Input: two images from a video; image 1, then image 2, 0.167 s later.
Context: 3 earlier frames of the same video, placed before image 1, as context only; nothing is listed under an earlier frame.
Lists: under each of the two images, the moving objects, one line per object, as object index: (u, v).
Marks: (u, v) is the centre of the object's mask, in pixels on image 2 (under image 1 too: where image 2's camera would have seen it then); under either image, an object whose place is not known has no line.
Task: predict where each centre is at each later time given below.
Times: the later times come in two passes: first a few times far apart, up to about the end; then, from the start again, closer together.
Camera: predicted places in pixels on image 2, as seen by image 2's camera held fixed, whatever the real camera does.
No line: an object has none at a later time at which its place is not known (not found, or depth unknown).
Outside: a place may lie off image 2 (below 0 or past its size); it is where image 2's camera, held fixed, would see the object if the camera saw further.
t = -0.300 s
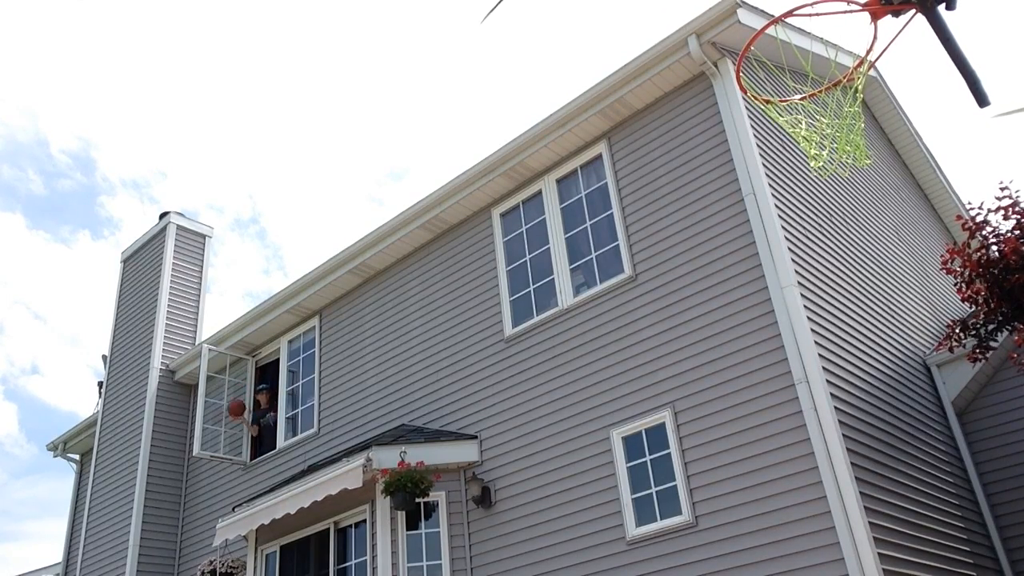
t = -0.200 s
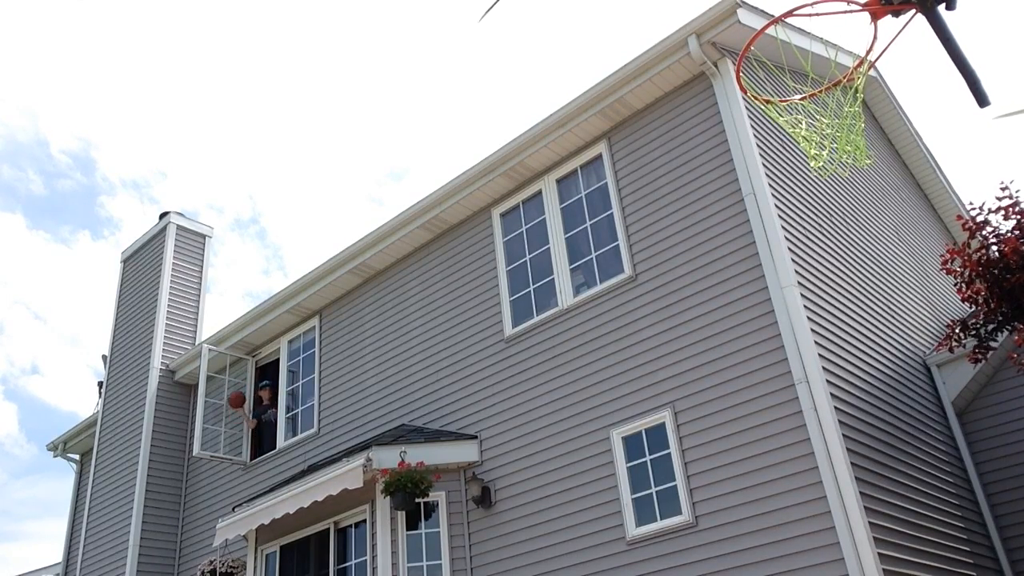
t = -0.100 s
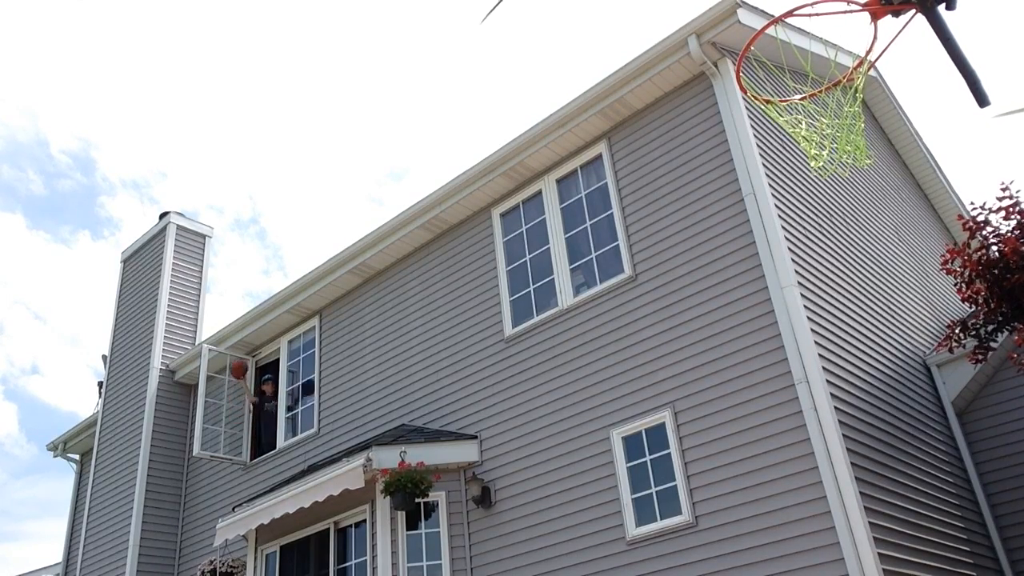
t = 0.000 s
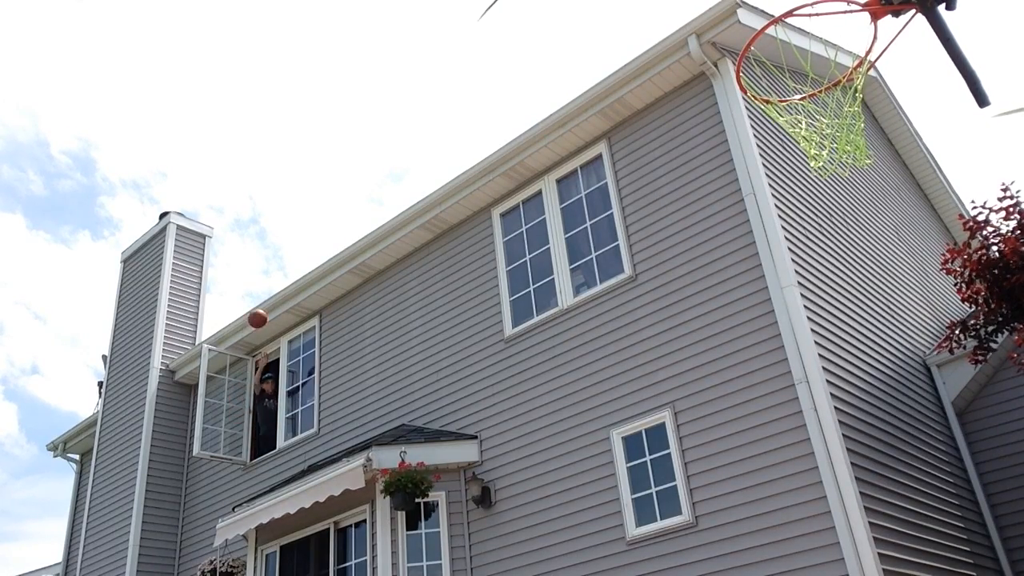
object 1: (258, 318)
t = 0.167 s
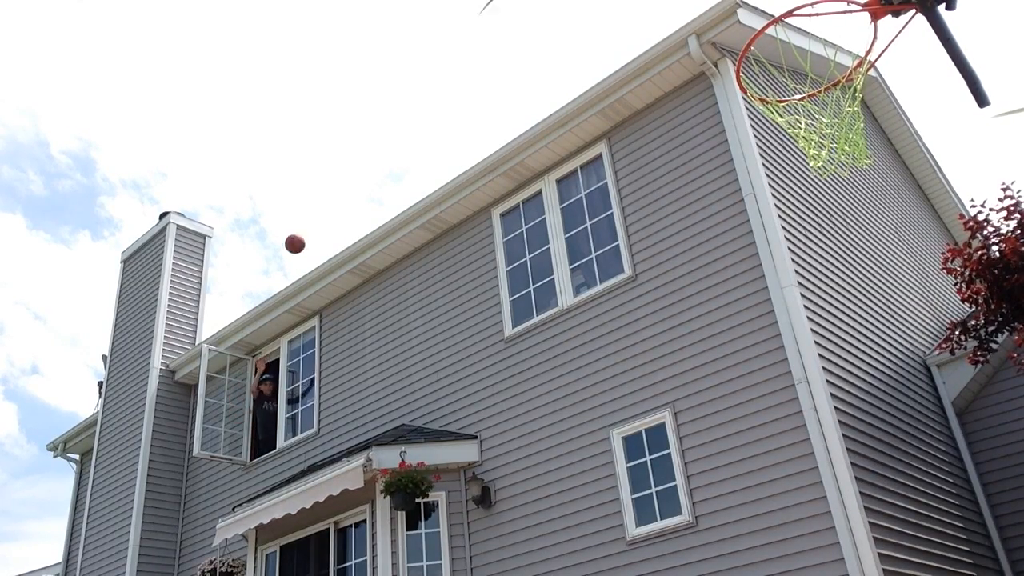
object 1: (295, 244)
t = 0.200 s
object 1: (303, 229)
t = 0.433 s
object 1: (368, 136)
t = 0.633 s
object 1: (444, 67)
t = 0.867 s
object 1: (598, 5)
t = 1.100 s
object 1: (821, 20)
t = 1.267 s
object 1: (748, 131)
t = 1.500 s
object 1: (796, 165)
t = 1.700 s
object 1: (894, 260)
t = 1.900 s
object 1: (1016, 483)
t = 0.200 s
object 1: (303, 229)
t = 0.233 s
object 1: (311, 215)
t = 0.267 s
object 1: (320, 202)
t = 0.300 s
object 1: (329, 188)
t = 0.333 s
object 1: (338, 175)
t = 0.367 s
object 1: (348, 162)
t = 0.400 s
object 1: (357, 149)
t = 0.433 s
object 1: (368, 136)
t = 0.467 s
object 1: (378, 124)
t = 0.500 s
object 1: (390, 112)
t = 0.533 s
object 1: (402, 100)
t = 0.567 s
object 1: (415, 89)
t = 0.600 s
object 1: (429, 78)
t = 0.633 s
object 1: (444, 67)
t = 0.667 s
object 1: (461, 55)
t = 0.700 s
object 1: (479, 44)
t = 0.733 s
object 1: (498, 33)
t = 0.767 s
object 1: (520, 23)
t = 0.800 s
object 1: (543, 14)
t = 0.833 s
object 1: (570, 9)
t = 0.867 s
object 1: (598, 5)
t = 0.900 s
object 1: (631, 2)
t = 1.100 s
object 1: (821, 20)
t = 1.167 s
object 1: (756, 105)
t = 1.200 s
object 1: (743, 121)
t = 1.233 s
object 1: (749, 130)
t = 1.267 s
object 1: (748, 131)
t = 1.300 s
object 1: (749, 133)
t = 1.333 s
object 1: (752, 139)
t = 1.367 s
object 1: (754, 140)
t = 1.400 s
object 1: (762, 146)
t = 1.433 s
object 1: (772, 152)
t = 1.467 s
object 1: (783, 157)
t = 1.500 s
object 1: (796, 165)
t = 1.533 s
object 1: (810, 174)
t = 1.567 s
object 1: (824, 185)
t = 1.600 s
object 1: (840, 200)
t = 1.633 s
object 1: (857, 217)
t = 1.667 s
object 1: (875, 237)
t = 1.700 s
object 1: (894, 260)
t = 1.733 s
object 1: (915, 287)
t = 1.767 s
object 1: (938, 318)
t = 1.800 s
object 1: (963, 352)
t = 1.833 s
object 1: (988, 392)
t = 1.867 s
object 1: (1003, 435)
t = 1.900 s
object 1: (1016, 483)
